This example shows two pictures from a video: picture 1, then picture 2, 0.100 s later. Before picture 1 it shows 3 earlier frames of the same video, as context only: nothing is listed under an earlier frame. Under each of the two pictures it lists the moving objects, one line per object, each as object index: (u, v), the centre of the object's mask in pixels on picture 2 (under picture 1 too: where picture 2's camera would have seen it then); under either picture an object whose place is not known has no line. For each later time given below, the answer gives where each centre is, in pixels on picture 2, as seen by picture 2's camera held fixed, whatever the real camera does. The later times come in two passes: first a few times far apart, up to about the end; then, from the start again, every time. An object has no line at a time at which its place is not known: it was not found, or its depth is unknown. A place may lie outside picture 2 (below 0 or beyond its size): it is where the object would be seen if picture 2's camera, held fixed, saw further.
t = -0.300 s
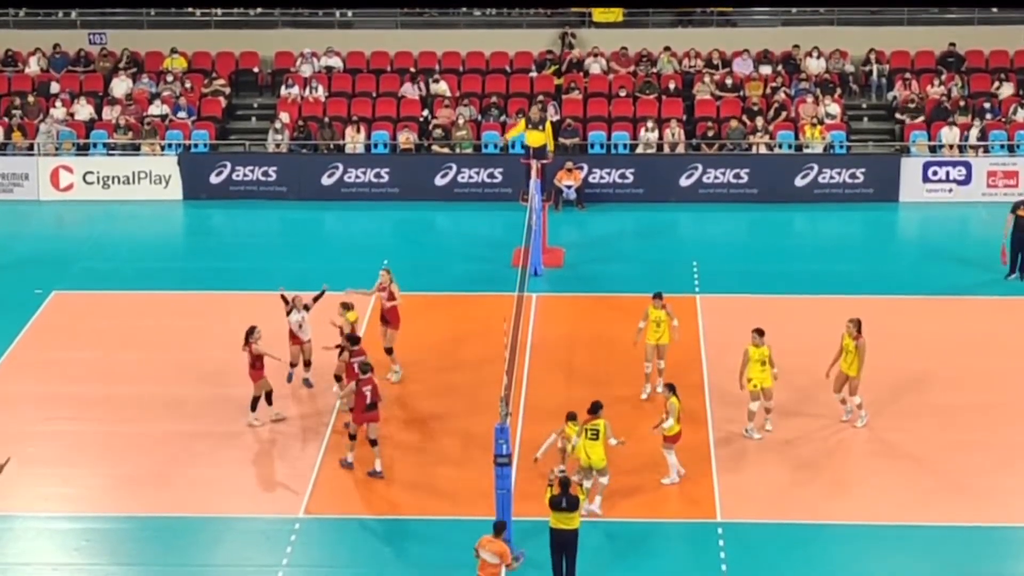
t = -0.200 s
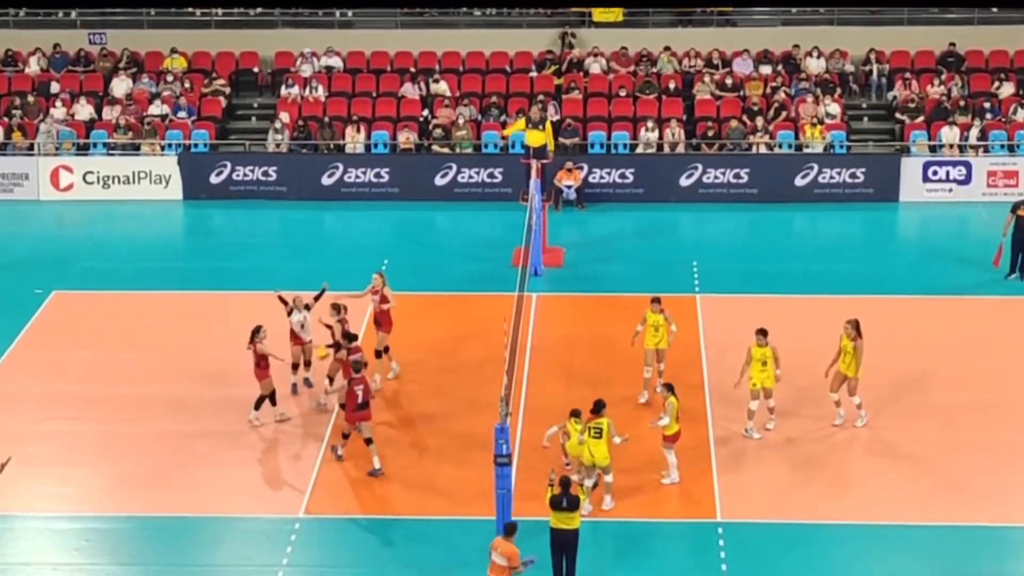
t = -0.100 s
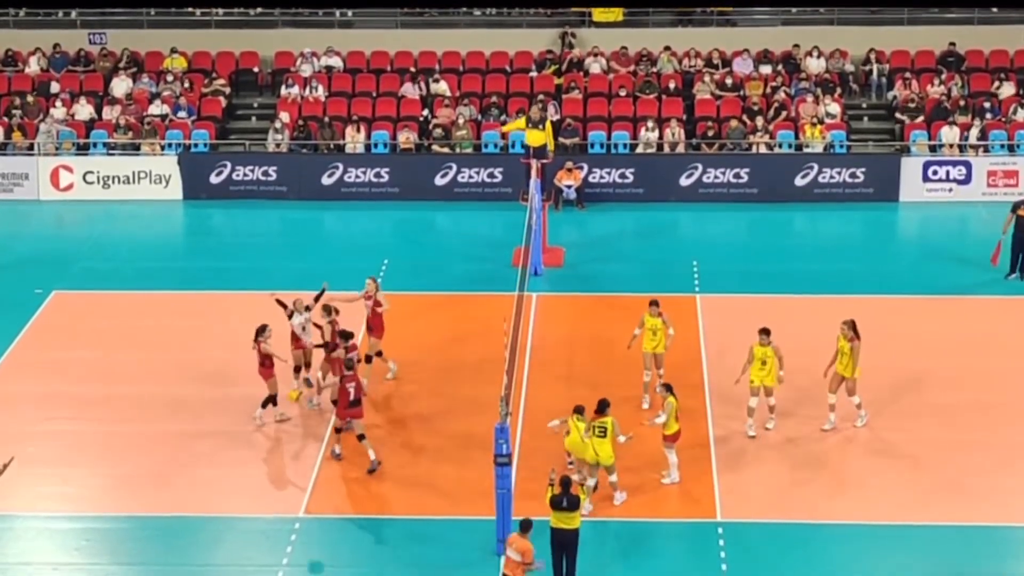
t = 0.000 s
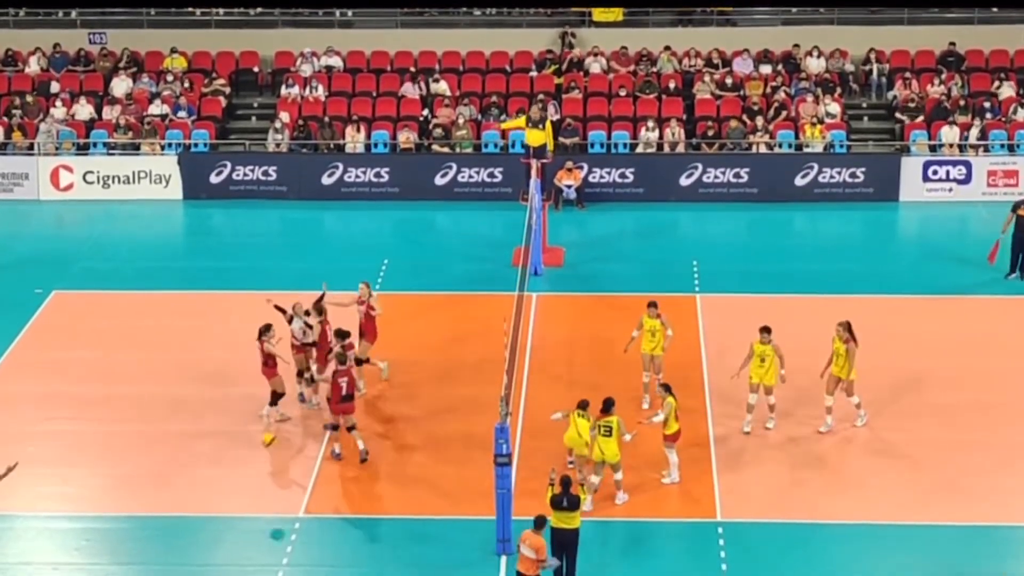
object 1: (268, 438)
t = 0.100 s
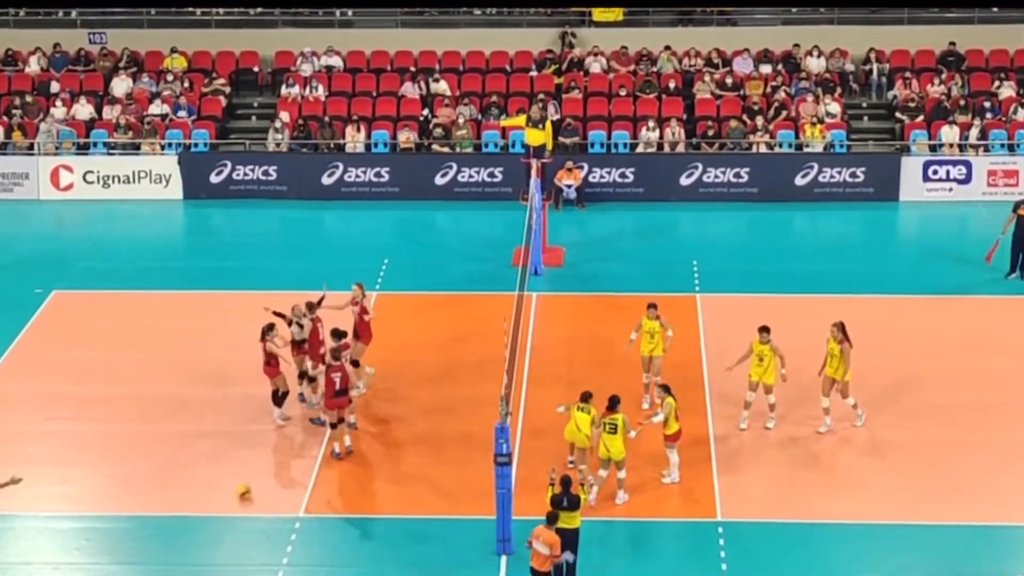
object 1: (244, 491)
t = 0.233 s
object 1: (214, 447)
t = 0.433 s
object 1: (172, 401)
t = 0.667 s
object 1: (123, 379)
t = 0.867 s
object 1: (83, 388)
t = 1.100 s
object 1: (42, 428)
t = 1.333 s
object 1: (8, 501)
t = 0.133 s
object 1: (237, 482)
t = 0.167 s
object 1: (230, 470)
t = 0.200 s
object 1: (222, 456)
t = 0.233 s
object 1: (214, 447)
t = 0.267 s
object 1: (208, 440)
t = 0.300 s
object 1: (200, 429)
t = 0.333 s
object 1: (192, 422)
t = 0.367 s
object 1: (185, 415)
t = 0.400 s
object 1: (179, 408)
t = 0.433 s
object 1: (172, 401)
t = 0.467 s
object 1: (164, 396)
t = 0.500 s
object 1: (157, 392)
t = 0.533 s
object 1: (151, 388)
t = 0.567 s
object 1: (143, 384)
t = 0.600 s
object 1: (136, 382)
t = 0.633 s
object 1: (129, 381)
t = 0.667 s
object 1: (123, 379)
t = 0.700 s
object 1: (116, 378)
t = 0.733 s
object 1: (109, 379)
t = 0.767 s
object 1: (104, 380)
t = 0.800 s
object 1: (96, 381)
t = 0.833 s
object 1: (90, 383)
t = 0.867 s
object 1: (83, 388)
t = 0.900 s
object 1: (78, 391)
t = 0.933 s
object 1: (72, 395)
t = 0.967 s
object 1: (66, 400)
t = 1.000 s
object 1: (60, 406)
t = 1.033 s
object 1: (54, 413)
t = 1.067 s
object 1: (48, 419)
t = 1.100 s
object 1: (42, 428)
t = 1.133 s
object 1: (38, 437)
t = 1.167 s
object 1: (33, 446)
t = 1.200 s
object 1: (28, 455)
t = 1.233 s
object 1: (23, 466)
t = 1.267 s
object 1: (18, 477)
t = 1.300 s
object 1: (13, 488)
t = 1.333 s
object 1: (8, 501)
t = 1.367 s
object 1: (4, 500)
